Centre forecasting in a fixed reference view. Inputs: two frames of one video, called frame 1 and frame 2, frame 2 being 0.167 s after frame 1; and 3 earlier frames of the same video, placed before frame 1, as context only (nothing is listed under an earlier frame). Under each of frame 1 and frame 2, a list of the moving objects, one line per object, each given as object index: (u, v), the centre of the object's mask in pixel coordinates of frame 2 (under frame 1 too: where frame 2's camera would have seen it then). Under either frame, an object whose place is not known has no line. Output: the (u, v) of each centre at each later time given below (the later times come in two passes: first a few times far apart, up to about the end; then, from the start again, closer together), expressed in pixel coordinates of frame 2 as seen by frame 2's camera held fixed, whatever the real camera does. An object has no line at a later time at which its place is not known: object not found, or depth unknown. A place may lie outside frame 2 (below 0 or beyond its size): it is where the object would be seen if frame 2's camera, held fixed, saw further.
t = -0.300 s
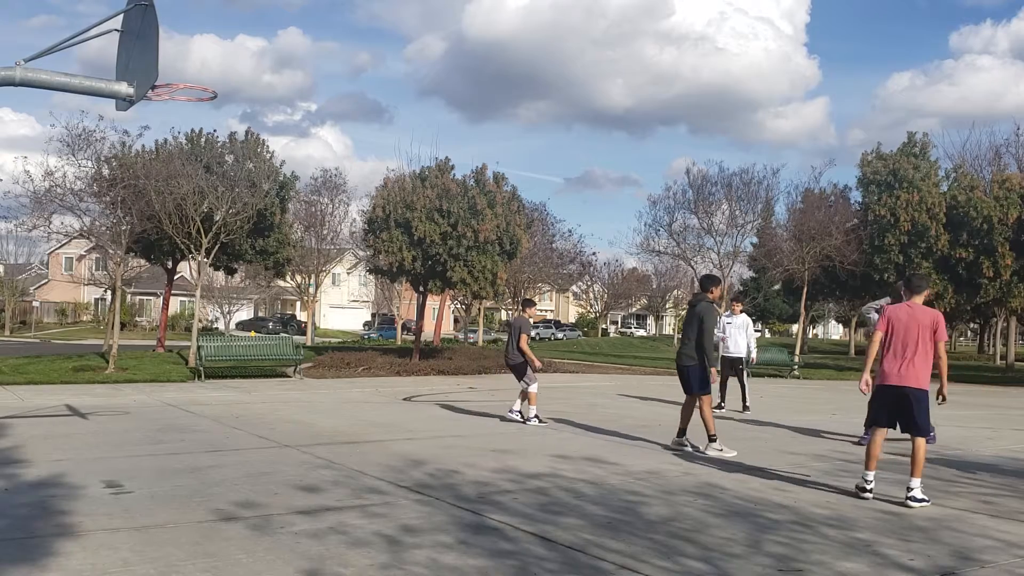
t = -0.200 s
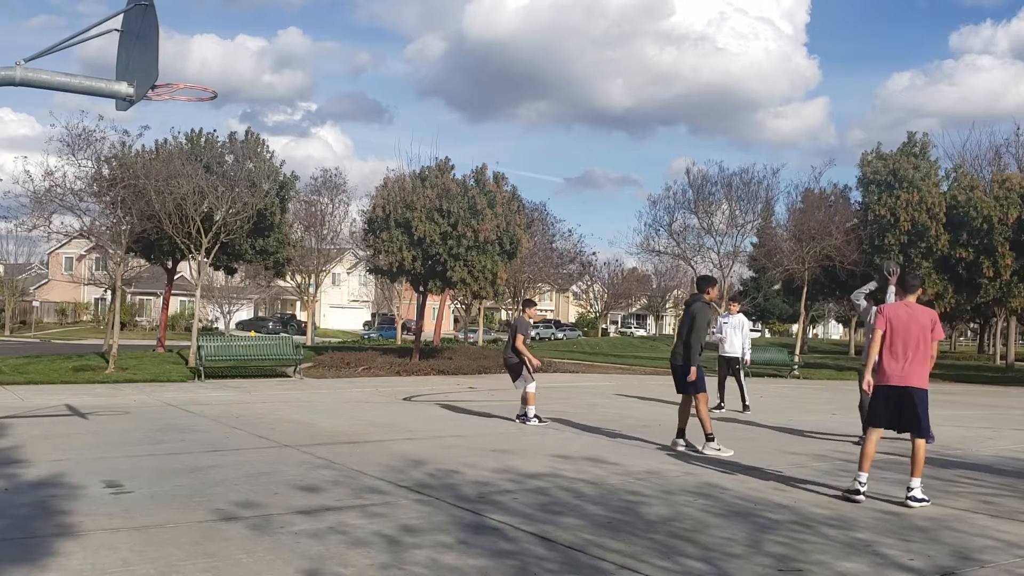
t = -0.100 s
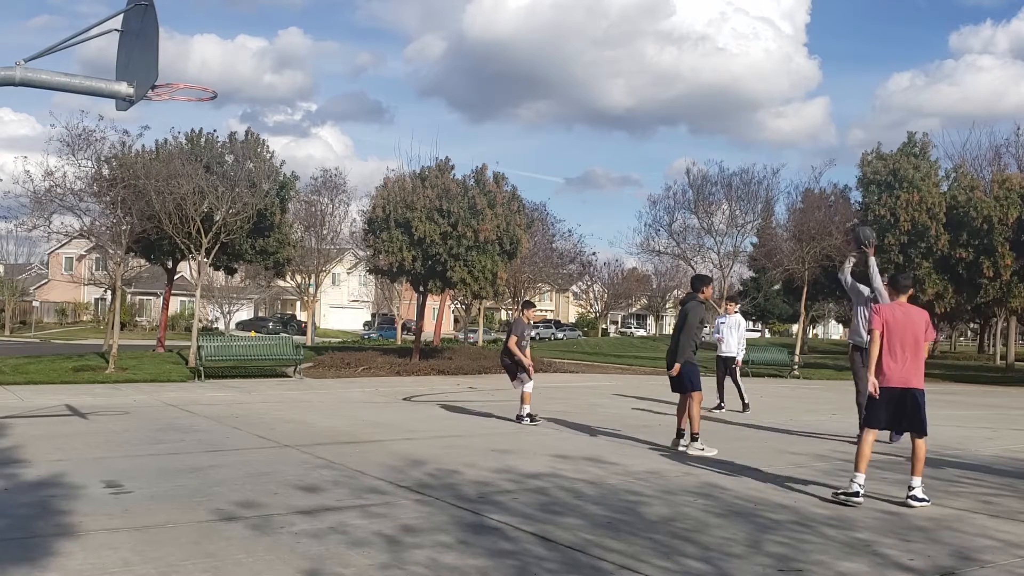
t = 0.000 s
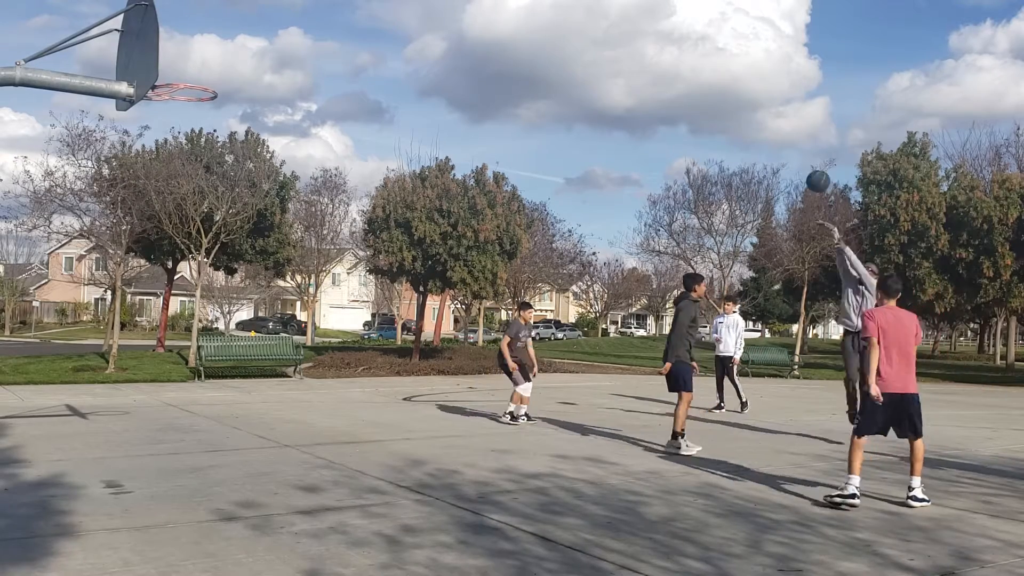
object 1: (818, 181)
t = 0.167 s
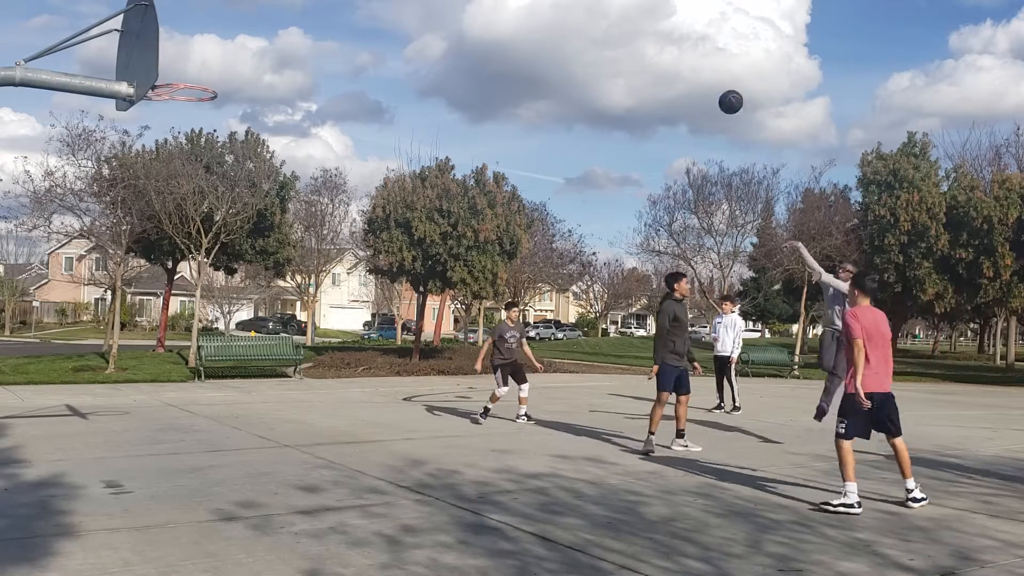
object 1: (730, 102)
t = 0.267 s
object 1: (675, 65)
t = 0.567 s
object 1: (491, 9)
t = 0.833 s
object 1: (303, 34)
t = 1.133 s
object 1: (164, 23)
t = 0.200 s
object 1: (712, 88)
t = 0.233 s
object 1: (694, 76)
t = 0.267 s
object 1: (675, 65)
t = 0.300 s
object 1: (656, 54)
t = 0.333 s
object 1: (636, 45)
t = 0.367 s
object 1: (617, 36)
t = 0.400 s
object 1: (597, 28)
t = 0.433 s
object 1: (576, 22)
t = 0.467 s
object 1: (555, 16)
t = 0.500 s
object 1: (535, 12)
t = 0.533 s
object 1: (513, 10)
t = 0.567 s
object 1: (491, 9)
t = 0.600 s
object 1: (469, 9)
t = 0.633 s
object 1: (447, 9)
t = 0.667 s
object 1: (424, 9)
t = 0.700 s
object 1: (401, 11)
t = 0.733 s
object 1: (377, 14)
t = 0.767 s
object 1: (353, 19)
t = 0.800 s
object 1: (328, 26)
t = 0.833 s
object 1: (303, 34)
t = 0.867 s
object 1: (277, 43)
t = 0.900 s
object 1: (251, 54)
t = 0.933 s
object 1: (224, 66)
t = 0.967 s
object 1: (197, 79)
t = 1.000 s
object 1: (179, 74)
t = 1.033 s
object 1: (169, 62)
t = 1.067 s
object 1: (163, 47)
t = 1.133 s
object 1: (164, 23)
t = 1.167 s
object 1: (168, 15)
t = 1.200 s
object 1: (177, 10)
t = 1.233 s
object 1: (188, 7)
